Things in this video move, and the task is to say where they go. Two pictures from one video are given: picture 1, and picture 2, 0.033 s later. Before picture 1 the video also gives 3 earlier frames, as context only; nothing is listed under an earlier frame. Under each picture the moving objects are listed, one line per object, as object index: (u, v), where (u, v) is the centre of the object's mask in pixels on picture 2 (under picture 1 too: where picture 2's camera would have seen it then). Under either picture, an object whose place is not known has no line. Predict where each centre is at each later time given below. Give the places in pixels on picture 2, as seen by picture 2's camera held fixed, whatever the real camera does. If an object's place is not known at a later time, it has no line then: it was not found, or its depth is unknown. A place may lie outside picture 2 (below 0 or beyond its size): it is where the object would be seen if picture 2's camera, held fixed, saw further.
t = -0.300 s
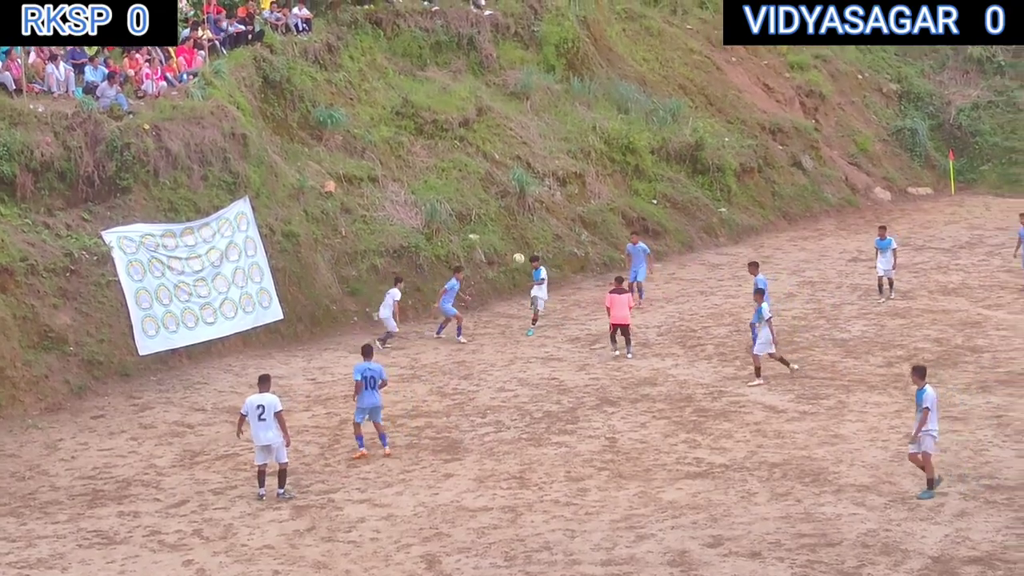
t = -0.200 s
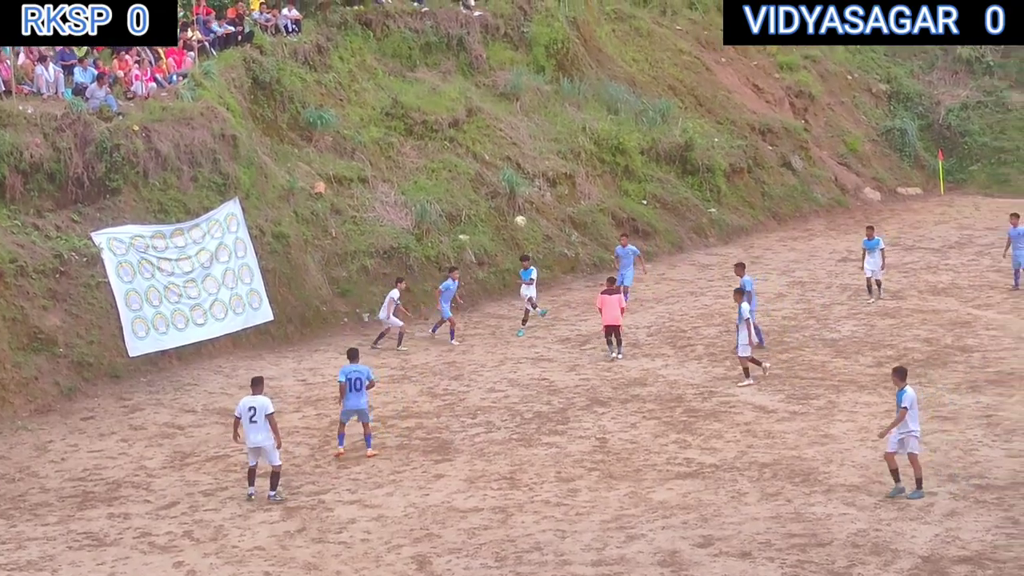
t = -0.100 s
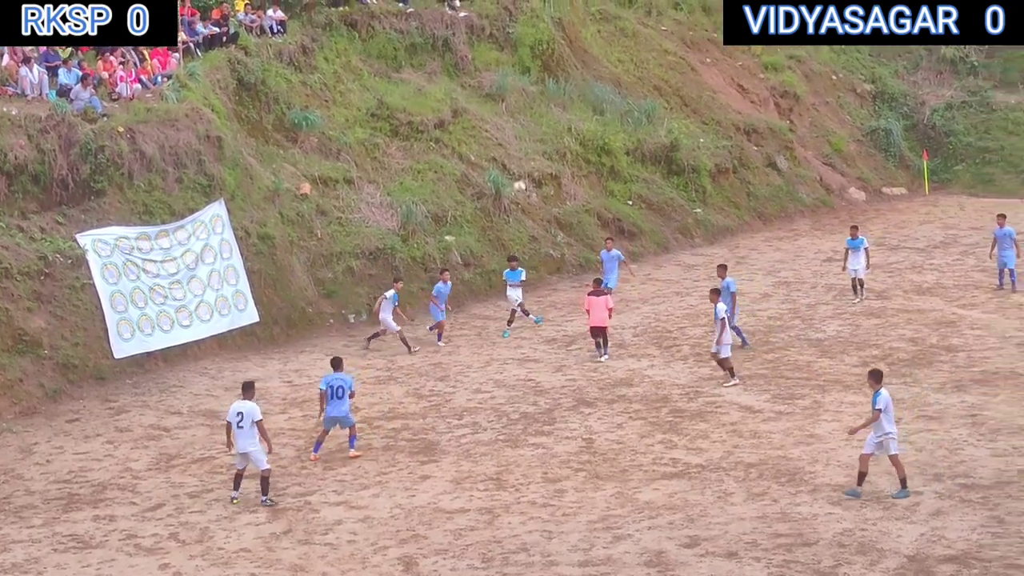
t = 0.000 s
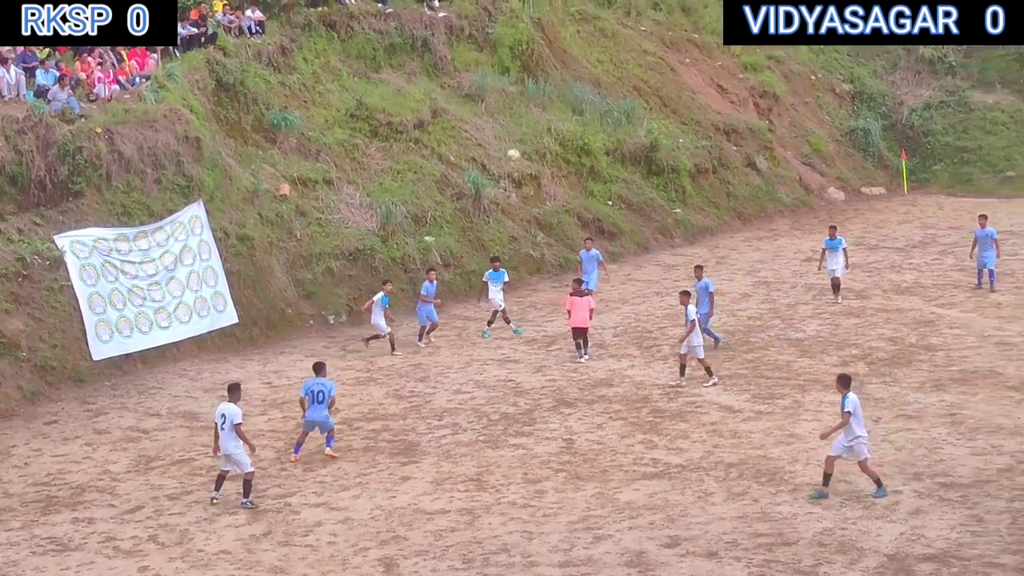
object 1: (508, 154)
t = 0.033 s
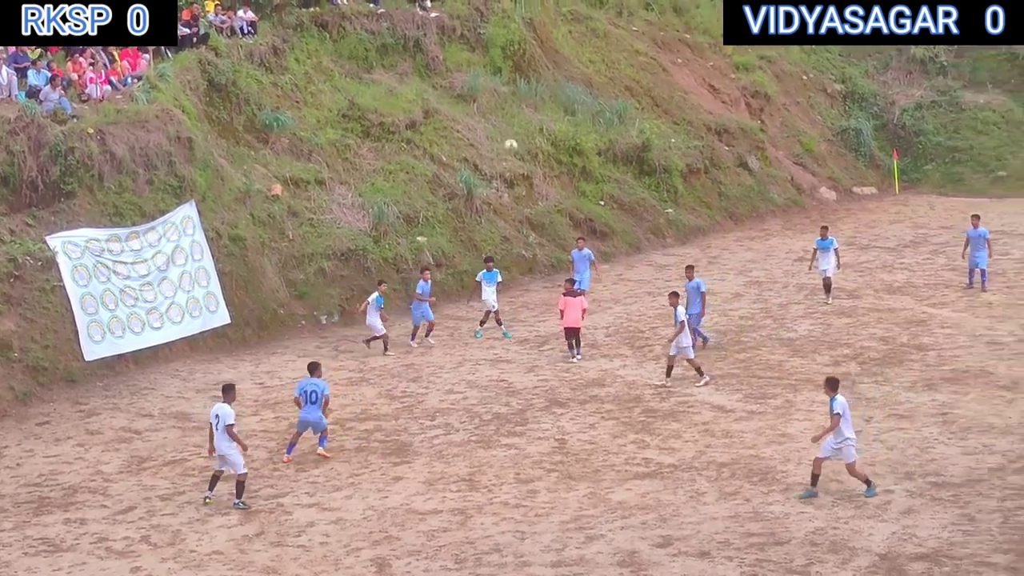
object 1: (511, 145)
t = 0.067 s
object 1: (512, 135)
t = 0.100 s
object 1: (514, 126)
